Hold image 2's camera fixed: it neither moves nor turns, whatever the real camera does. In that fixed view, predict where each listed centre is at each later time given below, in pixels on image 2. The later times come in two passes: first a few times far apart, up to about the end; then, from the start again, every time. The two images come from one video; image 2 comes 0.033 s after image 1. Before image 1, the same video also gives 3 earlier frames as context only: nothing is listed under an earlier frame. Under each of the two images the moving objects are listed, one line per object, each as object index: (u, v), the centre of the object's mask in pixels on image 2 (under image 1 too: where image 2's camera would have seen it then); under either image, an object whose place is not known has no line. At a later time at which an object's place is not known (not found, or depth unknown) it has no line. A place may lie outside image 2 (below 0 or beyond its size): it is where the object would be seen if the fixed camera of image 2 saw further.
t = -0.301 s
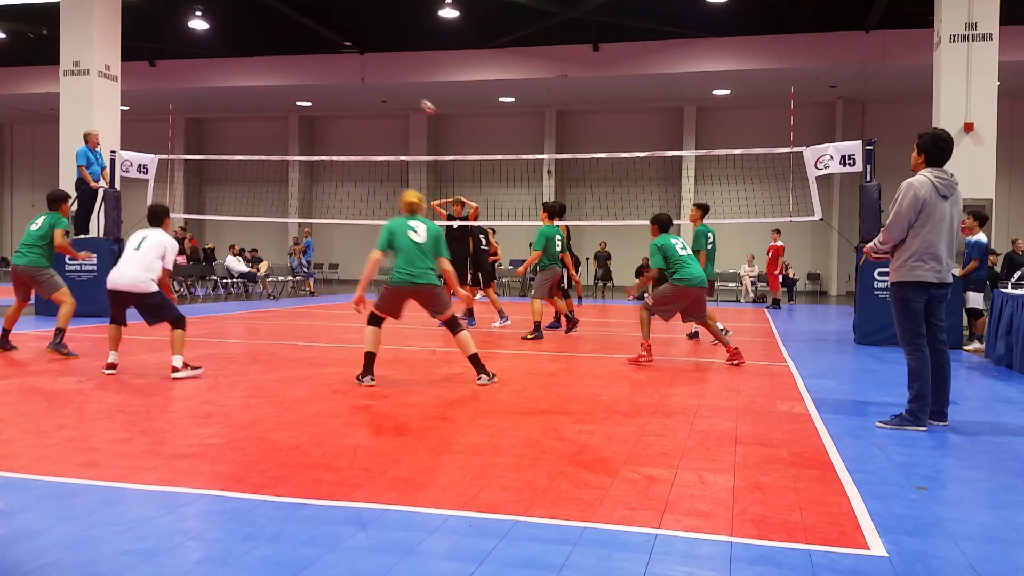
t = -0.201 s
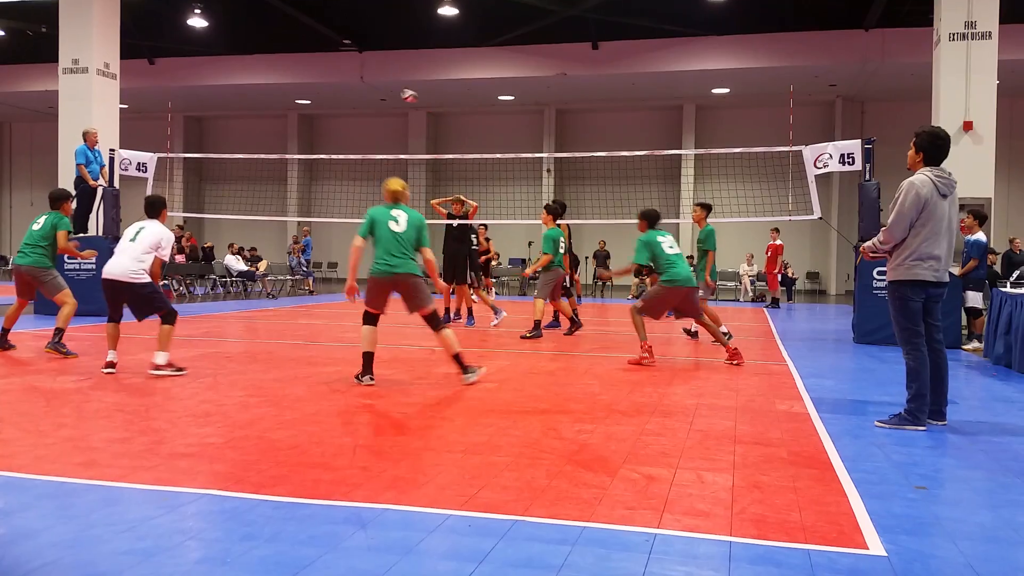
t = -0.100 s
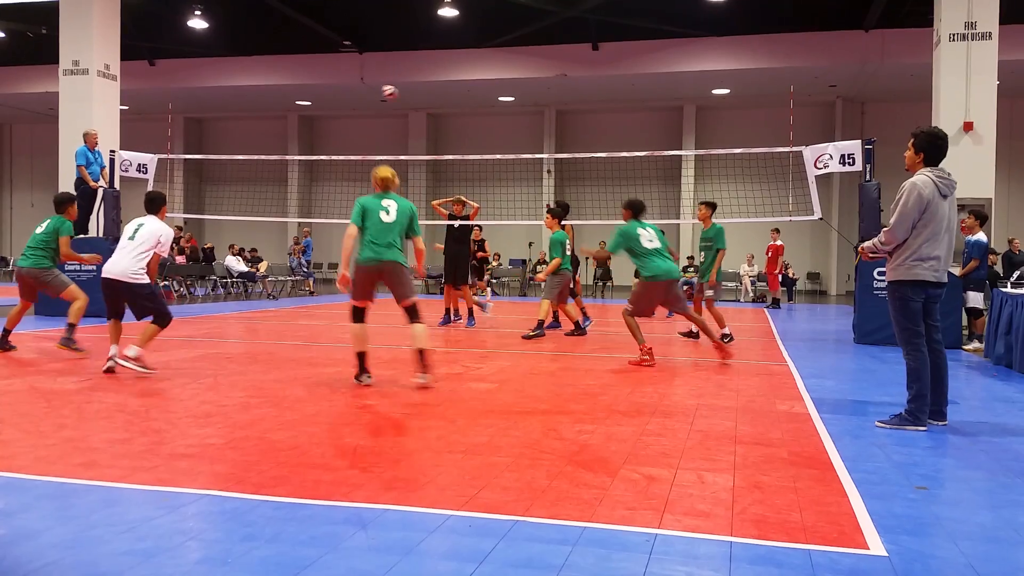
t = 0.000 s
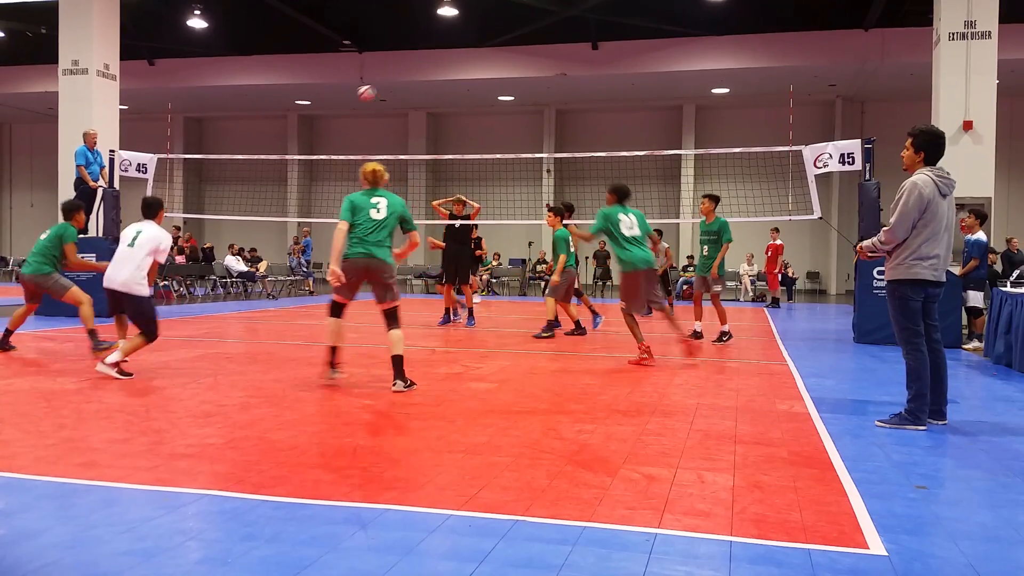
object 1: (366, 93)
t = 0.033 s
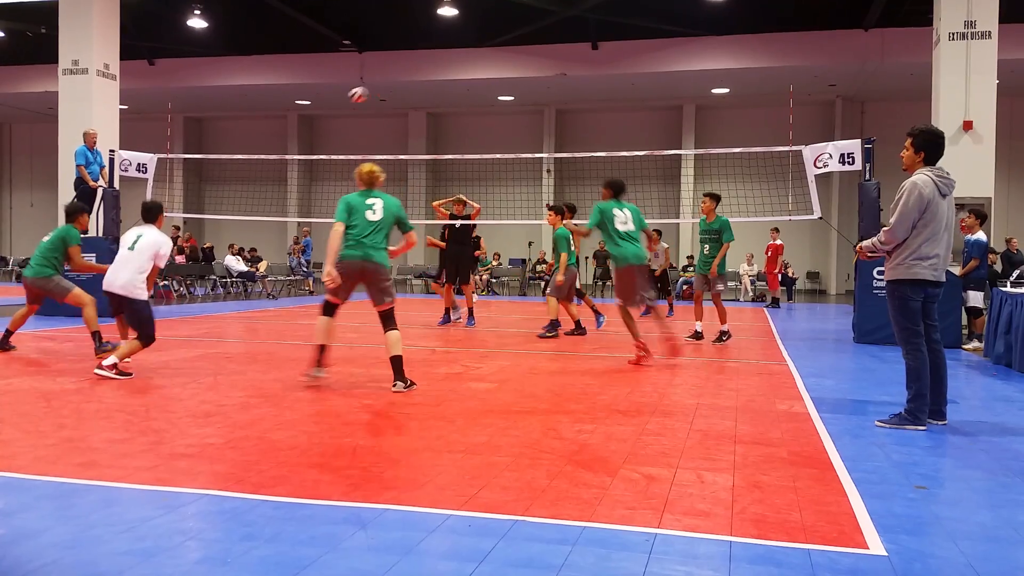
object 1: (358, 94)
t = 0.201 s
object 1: (313, 119)
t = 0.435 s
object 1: (228, 209)
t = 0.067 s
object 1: (350, 98)
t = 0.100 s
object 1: (341, 101)
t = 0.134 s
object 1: (332, 106)
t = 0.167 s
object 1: (323, 112)
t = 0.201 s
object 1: (313, 119)
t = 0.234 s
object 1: (302, 127)
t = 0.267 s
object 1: (292, 137)
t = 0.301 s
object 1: (281, 147)
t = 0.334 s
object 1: (268, 161)
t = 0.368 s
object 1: (255, 175)
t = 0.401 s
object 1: (242, 191)
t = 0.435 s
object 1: (228, 209)
